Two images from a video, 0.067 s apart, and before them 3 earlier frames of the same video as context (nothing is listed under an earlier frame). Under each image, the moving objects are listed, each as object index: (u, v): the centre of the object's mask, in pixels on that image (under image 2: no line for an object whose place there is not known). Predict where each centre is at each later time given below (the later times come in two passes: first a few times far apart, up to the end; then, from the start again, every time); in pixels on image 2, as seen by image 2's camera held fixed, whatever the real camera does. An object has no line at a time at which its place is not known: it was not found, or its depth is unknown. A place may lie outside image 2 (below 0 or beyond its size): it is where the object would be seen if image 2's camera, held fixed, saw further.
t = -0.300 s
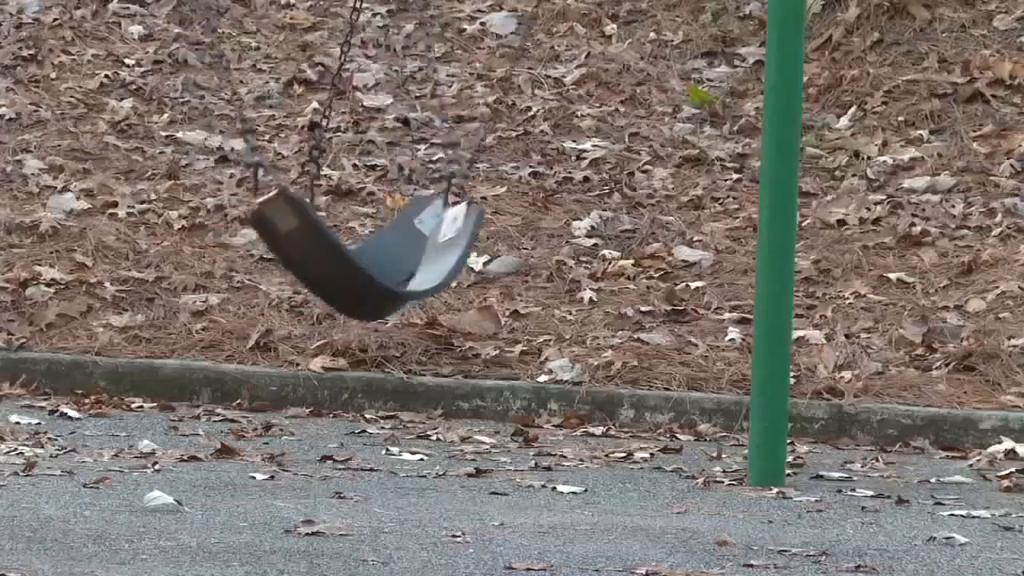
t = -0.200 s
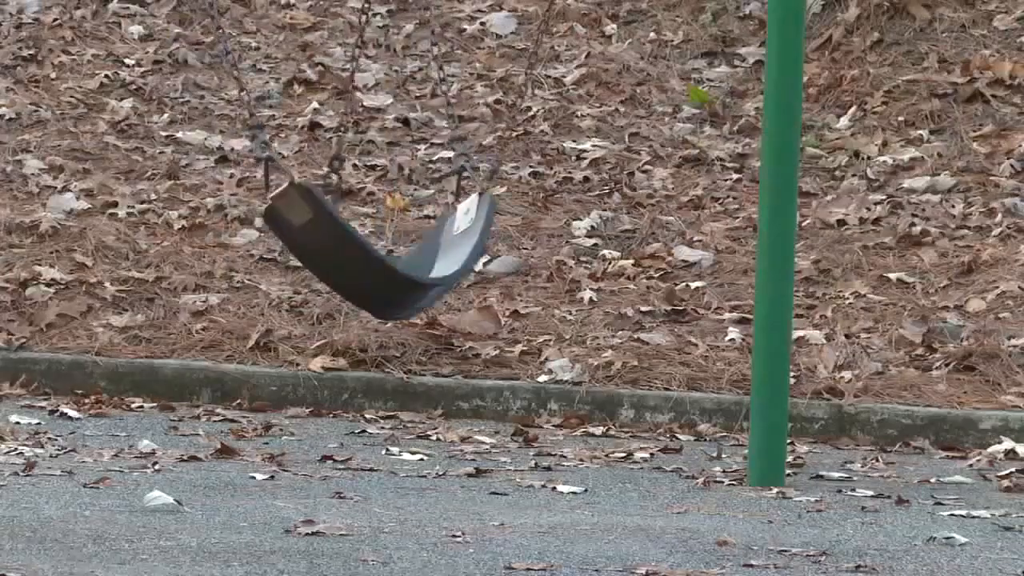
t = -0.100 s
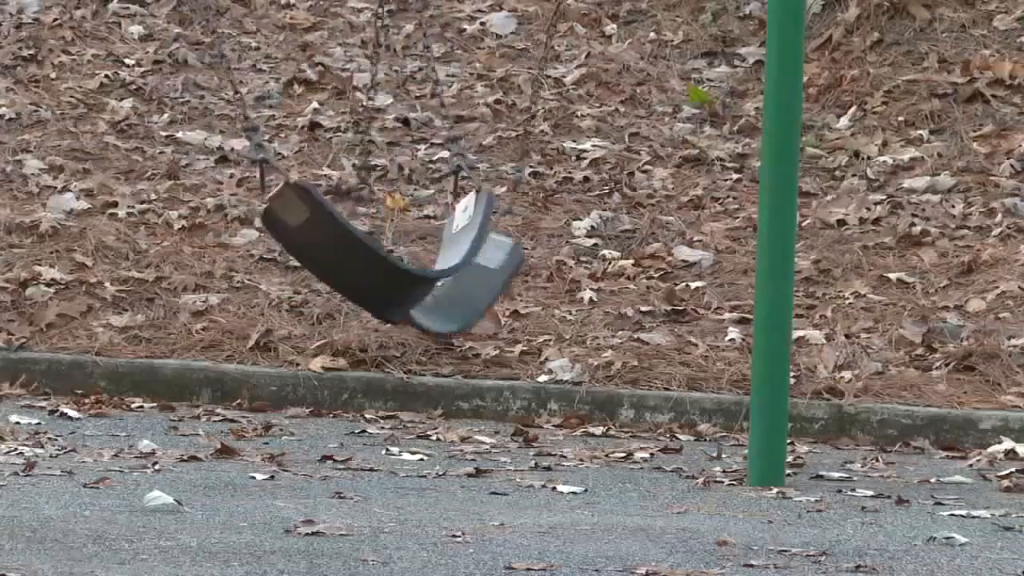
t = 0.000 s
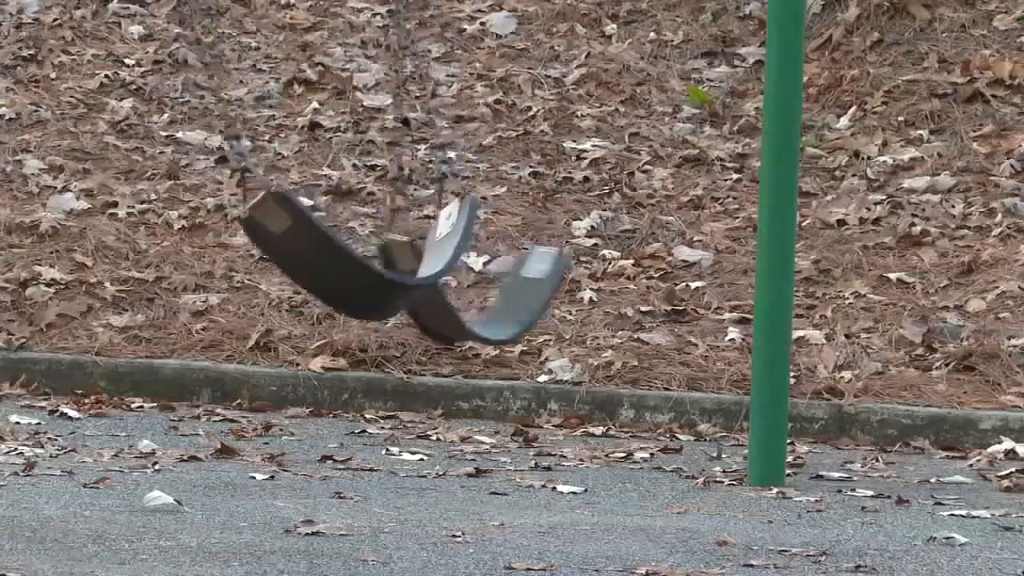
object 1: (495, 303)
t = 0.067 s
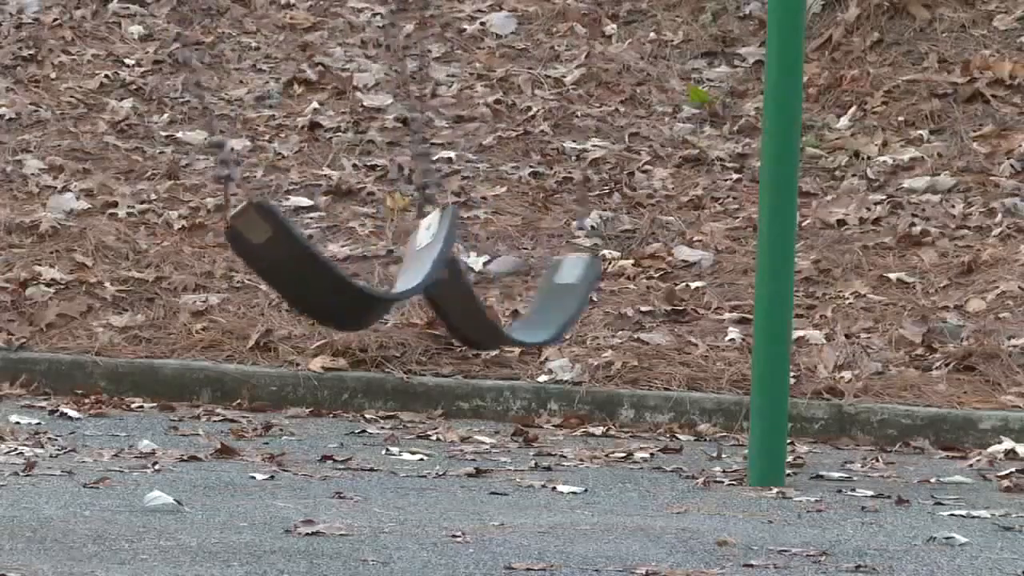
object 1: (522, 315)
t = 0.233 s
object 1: (568, 322)
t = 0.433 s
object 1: (662, 308)
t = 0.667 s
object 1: (747, 272)
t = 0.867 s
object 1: (758, 268)
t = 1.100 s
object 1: (695, 294)
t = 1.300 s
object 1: (614, 315)
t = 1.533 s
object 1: (498, 315)
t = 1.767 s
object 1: (418, 277)
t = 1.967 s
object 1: (376, 250)
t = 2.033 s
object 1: (413, 246)
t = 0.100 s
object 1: (529, 324)
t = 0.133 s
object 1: (525, 322)
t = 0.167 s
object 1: (538, 321)
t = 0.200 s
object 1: (550, 316)
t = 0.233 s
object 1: (568, 322)
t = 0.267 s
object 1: (617, 319)
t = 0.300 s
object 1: (635, 313)
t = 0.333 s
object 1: (640, 320)
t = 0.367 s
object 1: (660, 314)
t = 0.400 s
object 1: (677, 313)
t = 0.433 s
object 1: (662, 308)
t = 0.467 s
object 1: (677, 305)
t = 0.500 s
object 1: (691, 301)
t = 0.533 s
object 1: (706, 294)
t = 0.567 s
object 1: (719, 288)
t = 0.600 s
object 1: (730, 282)
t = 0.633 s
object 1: (740, 276)
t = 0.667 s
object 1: (747, 272)
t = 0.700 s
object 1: (751, 268)
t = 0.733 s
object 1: (755, 266)
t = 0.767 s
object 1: (757, 264)
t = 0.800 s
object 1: (759, 264)
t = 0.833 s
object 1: (759, 265)
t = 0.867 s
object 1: (758, 268)
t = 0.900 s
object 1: (756, 271)
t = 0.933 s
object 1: (748, 276)
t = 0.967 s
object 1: (741, 281)
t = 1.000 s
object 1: (732, 285)
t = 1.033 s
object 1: (720, 289)
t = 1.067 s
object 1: (709, 294)
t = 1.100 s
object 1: (695, 294)
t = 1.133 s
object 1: (681, 298)
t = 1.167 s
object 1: (670, 306)
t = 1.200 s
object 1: (656, 306)
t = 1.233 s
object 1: (639, 306)
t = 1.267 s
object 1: (626, 311)
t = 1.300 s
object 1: (614, 315)
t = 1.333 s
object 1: (600, 318)
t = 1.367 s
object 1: (585, 317)
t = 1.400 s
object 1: (570, 319)
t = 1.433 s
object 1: (551, 316)
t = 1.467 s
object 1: (535, 318)
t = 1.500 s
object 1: (519, 321)
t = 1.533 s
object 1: (498, 315)
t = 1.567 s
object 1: (511, 313)
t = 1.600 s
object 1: (490, 313)
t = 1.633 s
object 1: (475, 305)
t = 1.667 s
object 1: (460, 296)
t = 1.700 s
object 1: (441, 294)
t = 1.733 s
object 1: (428, 284)
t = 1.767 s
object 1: (418, 277)
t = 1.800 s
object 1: (407, 268)
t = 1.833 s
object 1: (398, 265)
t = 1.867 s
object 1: (390, 260)
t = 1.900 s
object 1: (386, 257)
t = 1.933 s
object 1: (383, 254)
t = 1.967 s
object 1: (376, 250)
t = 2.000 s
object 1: (406, 254)
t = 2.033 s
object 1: (413, 246)
